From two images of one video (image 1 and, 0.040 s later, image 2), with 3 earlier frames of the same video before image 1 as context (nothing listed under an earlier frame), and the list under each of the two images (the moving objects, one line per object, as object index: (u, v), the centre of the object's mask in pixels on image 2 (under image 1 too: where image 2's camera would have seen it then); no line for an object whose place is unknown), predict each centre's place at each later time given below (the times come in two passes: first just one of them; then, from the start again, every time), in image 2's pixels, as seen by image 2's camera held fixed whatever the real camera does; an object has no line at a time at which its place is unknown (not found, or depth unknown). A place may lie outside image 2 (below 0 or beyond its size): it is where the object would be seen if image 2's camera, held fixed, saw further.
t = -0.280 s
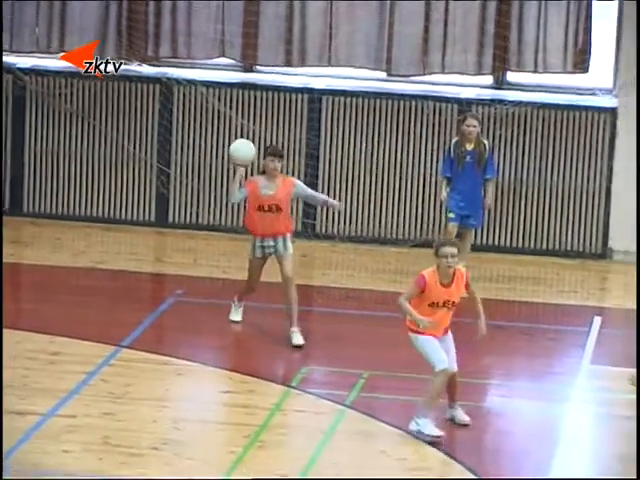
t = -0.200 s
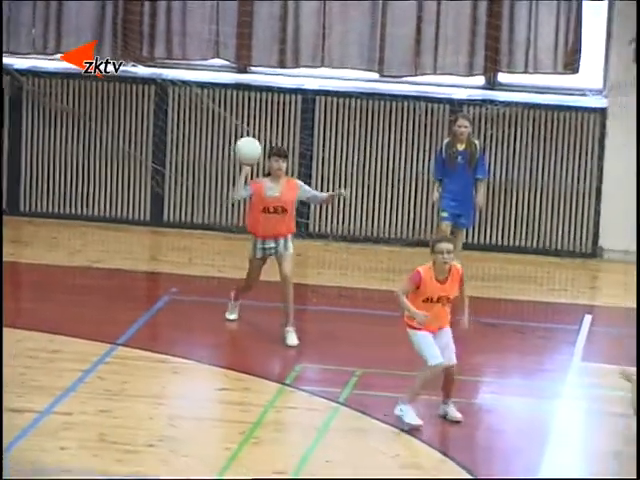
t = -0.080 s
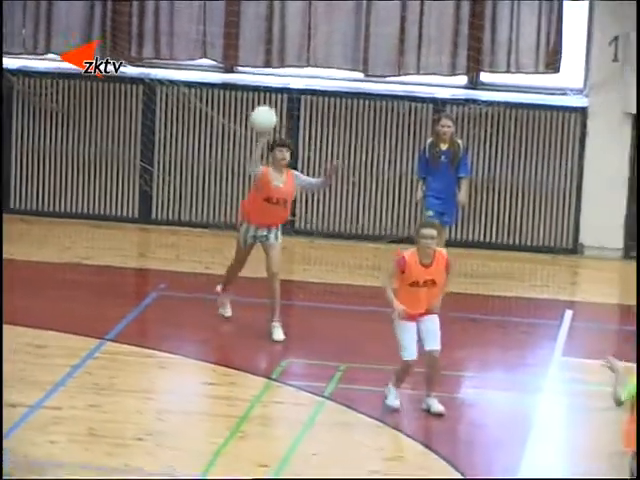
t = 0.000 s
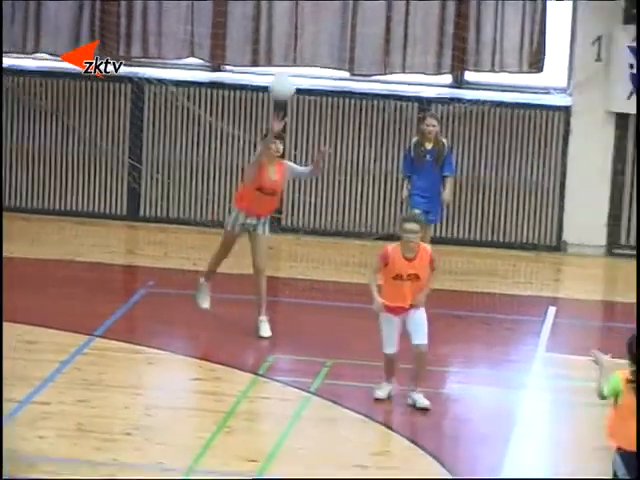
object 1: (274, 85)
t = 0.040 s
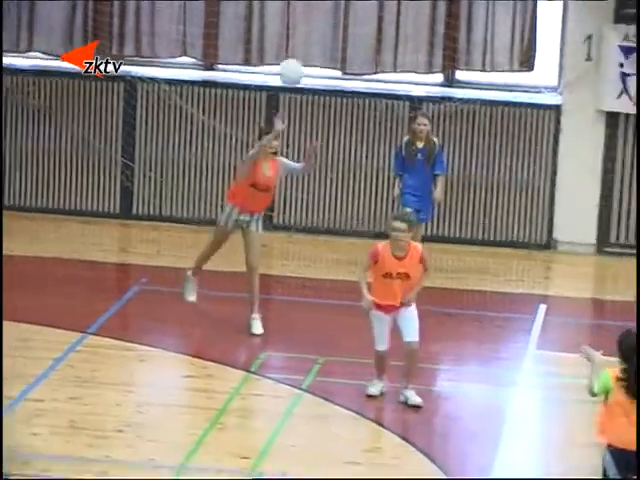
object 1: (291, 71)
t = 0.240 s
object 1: (373, 37)
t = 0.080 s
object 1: (307, 61)
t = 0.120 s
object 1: (324, 53)
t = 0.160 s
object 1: (340, 46)
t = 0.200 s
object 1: (356, 40)
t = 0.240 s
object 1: (373, 37)
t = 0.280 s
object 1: (389, 36)
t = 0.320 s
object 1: (406, 36)
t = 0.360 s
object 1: (423, 40)
